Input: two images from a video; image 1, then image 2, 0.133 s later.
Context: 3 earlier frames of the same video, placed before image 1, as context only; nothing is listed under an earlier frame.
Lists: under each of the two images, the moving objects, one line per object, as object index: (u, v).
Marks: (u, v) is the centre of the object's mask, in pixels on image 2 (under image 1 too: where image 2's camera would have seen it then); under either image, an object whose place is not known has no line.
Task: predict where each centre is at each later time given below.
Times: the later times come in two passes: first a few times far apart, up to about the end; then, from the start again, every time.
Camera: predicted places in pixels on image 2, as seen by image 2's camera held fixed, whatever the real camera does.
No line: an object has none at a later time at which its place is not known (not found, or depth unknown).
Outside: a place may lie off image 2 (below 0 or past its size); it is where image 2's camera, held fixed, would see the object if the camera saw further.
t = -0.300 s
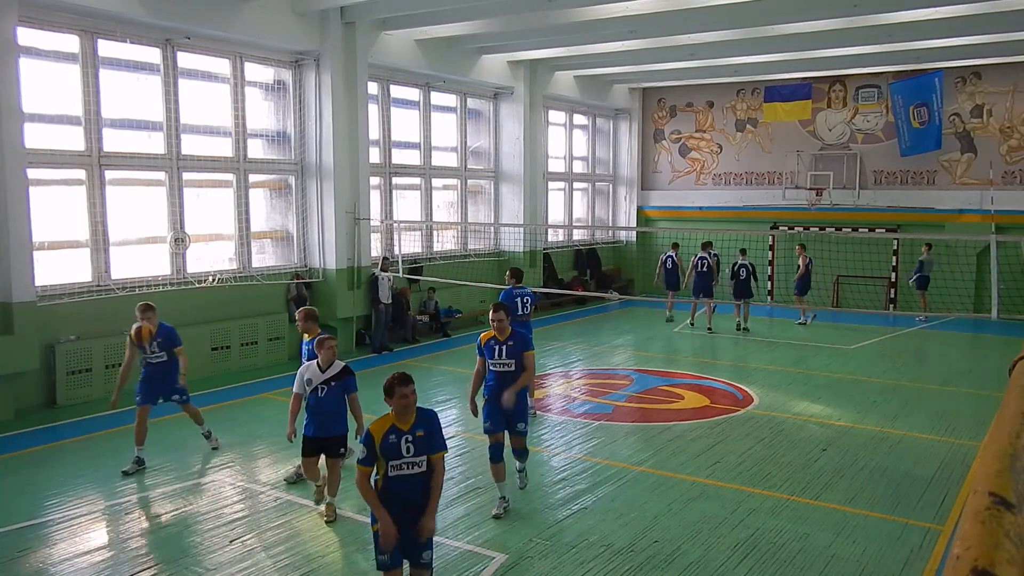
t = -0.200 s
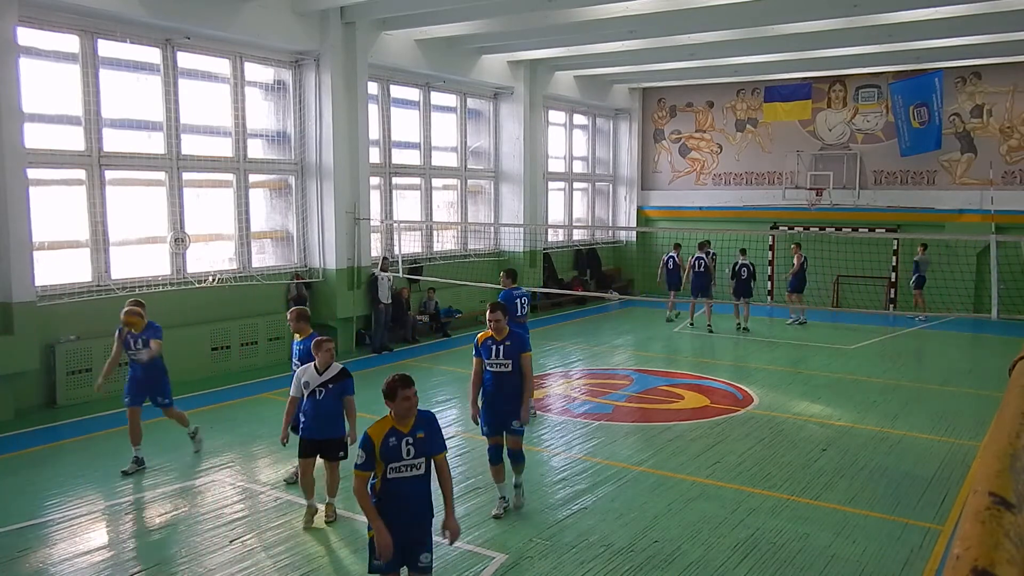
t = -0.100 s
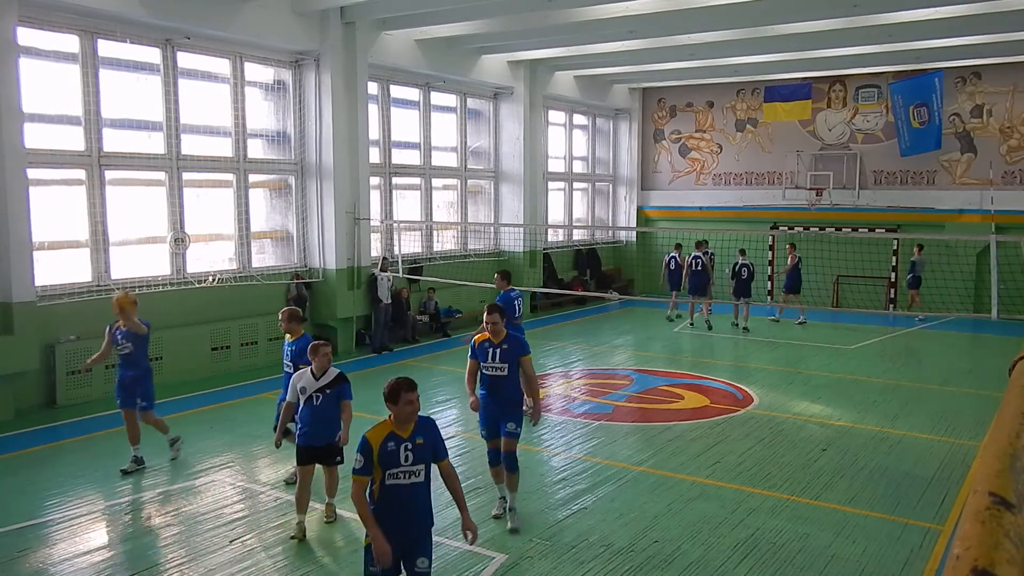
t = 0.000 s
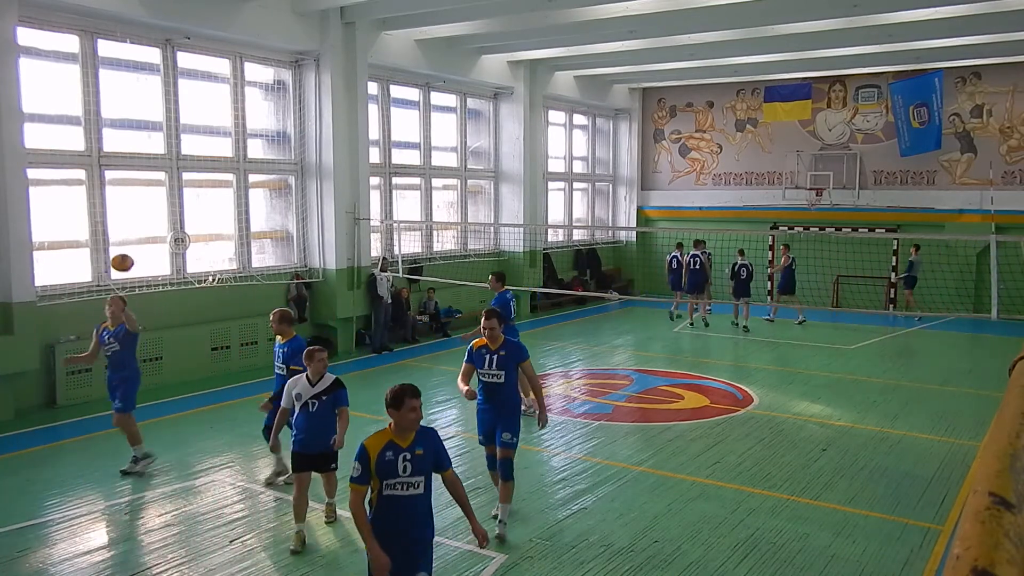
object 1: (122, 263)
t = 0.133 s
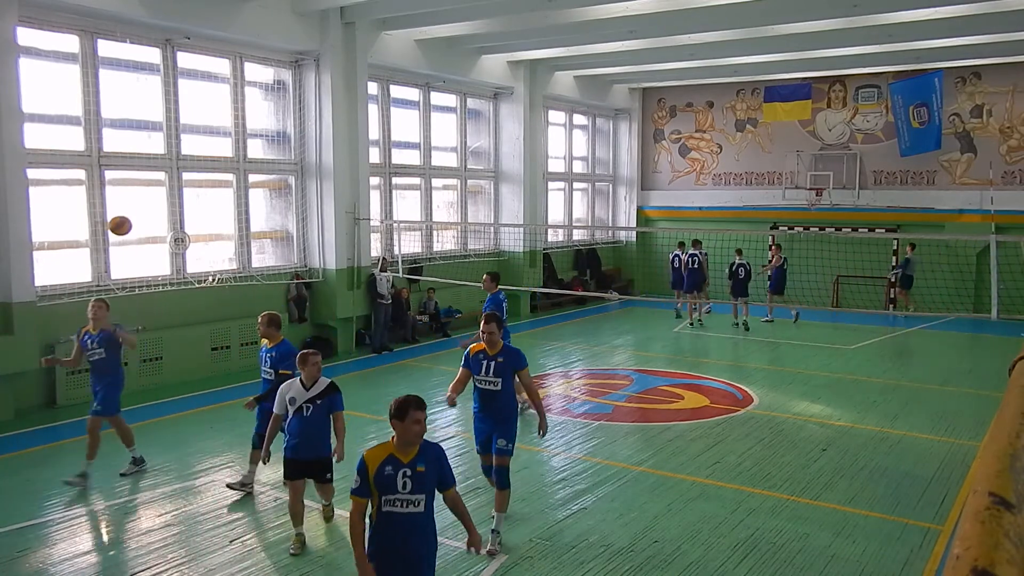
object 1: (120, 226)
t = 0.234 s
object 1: (119, 209)
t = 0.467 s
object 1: (119, 213)
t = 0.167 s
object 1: (120, 219)
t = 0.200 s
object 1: (119, 214)
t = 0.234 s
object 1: (119, 209)
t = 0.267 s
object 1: (119, 206)
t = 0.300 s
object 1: (118, 205)
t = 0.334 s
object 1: (118, 204)
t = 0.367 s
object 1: (118, 205)
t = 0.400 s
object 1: (118, 206)
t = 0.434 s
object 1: (118, 209)
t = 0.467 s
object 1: (119, 213)
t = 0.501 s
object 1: (119, 218)
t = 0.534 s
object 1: (119, 225)
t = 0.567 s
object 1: (120, 233)
